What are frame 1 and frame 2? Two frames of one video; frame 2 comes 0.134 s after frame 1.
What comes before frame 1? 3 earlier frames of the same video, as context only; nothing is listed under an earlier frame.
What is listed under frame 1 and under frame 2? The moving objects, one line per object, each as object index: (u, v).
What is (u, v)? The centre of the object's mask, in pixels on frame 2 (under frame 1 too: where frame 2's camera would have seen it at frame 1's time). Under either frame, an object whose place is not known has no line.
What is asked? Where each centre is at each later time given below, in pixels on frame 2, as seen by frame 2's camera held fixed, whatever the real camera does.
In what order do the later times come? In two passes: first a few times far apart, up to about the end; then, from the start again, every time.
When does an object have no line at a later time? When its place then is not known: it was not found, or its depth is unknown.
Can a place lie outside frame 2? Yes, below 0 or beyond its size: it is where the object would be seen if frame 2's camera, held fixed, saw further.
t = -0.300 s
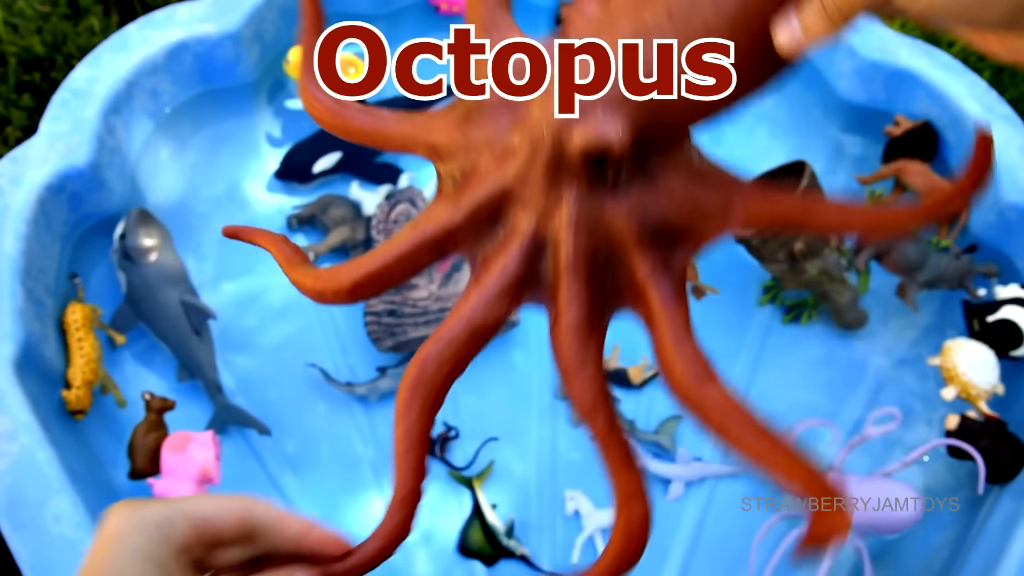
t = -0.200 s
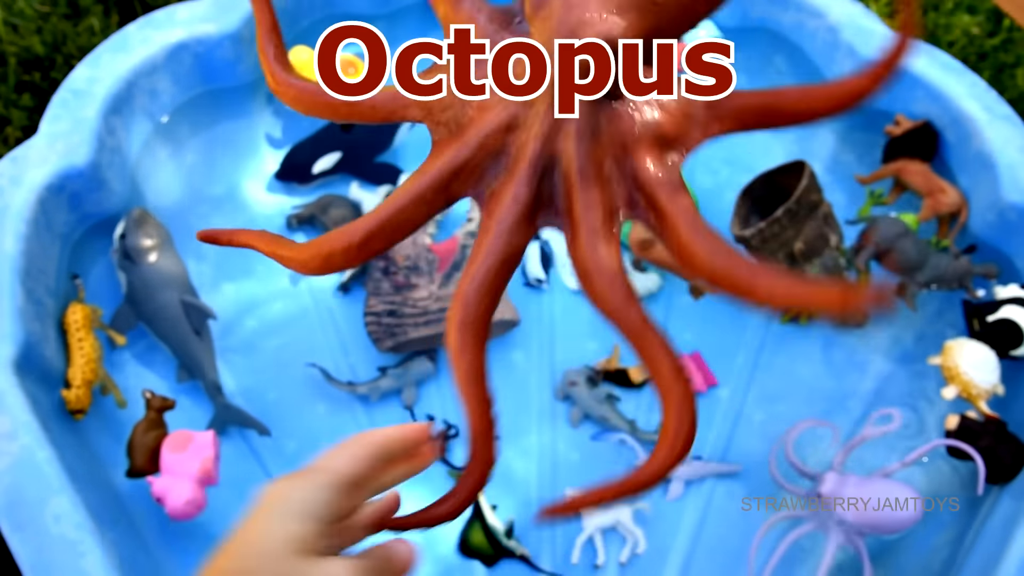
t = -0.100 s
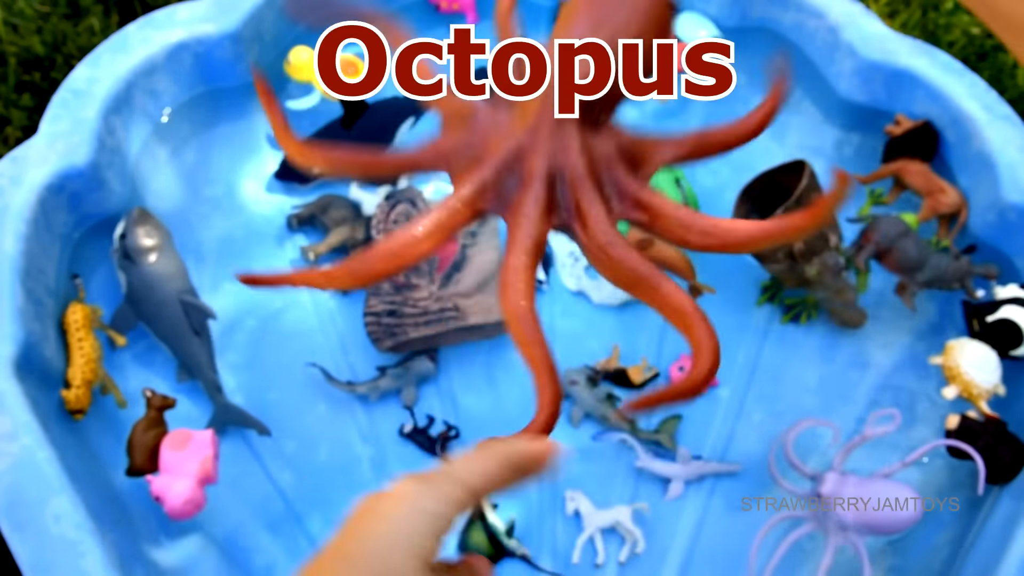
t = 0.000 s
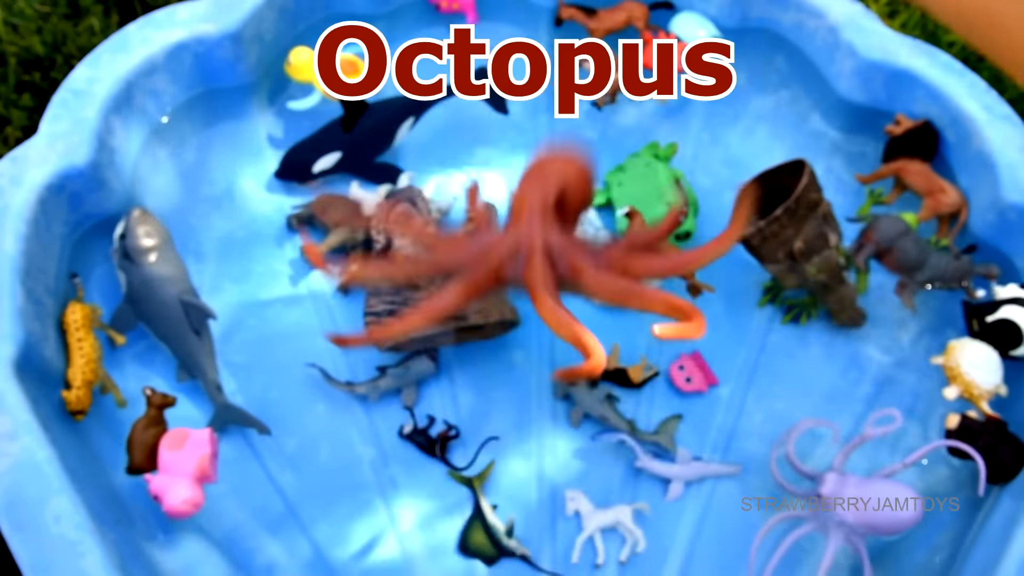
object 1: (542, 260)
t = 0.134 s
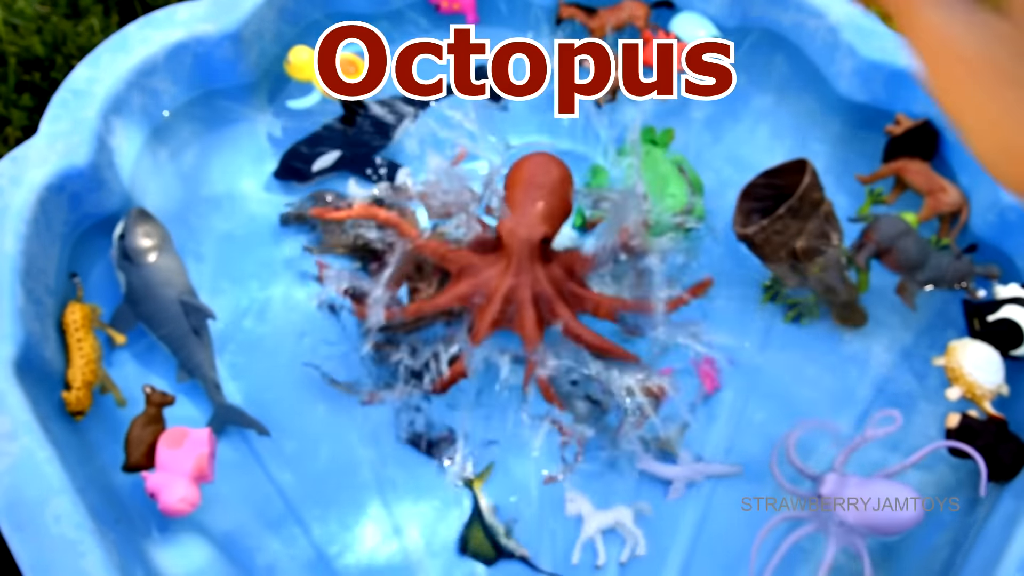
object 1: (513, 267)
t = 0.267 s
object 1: (524, 283)
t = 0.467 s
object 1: (533, 296)
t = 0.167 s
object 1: (517, 273)
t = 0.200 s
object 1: (526, 280)
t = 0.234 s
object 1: (523, 274)
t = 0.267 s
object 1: (524, 283)
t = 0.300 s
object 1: (529, 282)
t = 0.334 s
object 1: (532, 283)
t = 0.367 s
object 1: (535, 286)
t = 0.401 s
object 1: (536, 289)
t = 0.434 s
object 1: (536, 292)
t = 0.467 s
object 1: (533, 296)
